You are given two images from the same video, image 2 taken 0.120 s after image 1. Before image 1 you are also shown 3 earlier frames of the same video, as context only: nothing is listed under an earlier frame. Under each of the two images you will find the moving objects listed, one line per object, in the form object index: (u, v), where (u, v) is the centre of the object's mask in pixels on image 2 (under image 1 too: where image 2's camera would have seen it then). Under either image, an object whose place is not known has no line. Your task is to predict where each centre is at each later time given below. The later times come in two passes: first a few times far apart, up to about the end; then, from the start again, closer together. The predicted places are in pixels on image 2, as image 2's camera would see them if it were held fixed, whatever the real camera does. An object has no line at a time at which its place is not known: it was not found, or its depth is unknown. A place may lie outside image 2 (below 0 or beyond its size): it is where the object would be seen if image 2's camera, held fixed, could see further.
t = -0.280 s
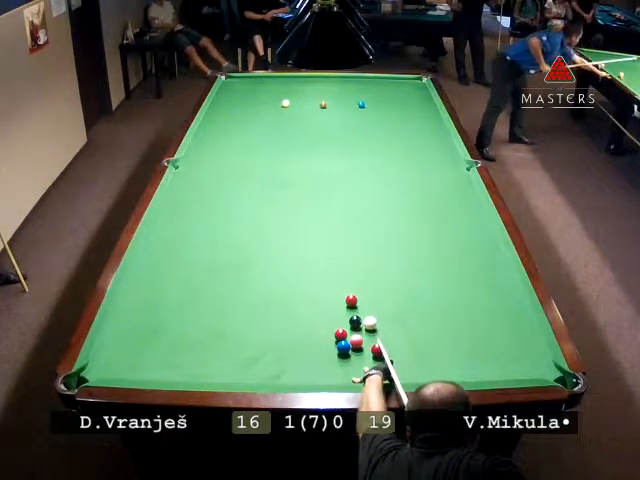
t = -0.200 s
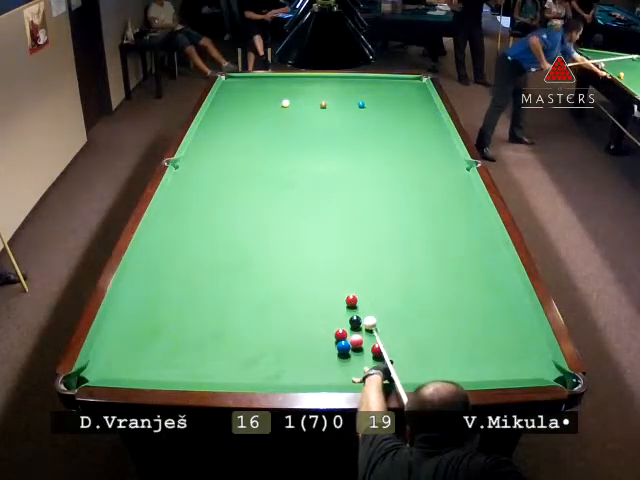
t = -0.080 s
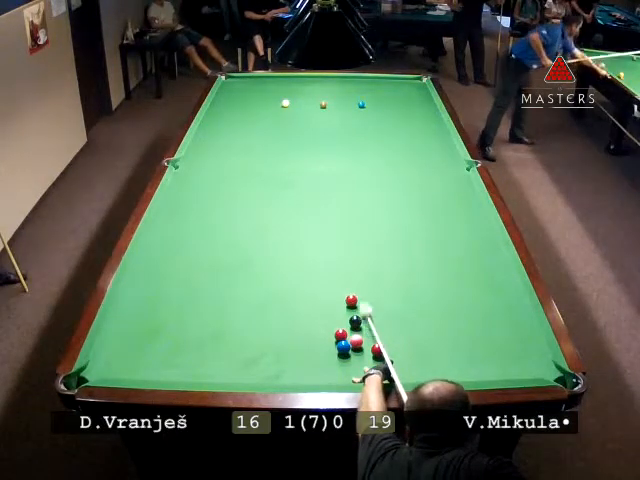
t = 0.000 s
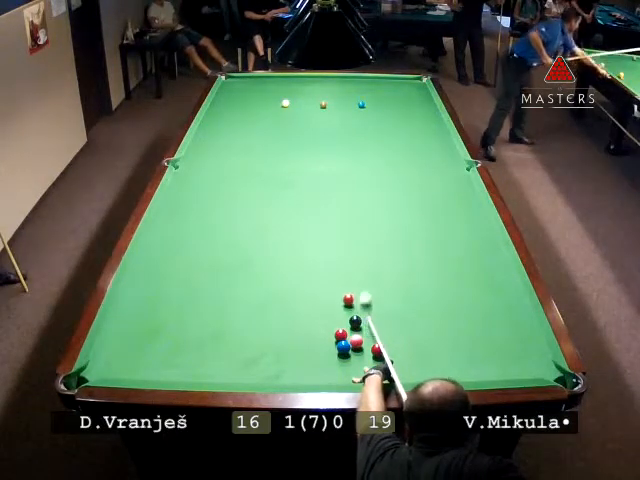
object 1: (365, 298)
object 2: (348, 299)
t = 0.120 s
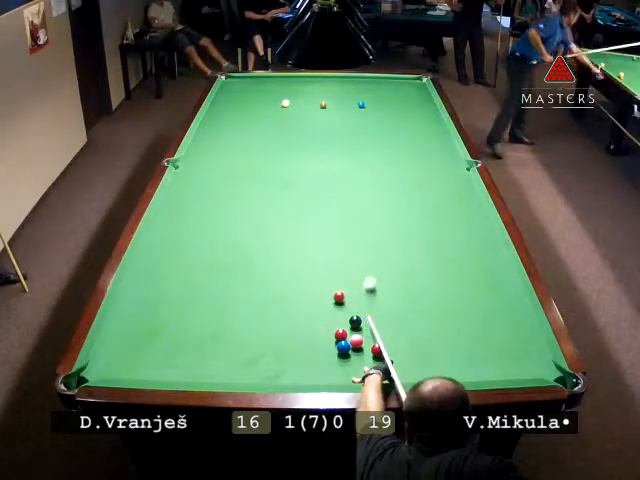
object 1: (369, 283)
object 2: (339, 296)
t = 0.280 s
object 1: (375, 265)
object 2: (327, 294)
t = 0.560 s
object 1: (383, 238)
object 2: (309, 288)
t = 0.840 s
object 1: (390, 214)
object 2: (292, 284)
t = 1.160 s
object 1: (395, 192)
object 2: (276, 279)
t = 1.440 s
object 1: (400, 176)
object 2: (264, 275)
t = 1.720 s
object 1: (404, 162)
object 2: (254, 273)
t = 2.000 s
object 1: (408, 150)
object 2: (246, 270)
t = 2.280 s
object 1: (411, 140)
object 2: (240, 268)
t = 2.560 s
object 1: (414, 131)
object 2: (236, 267)
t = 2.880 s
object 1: (417, 122)
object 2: (233, 266)
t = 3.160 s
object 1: (418, 115)
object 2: (233, 266)
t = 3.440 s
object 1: (420, 108)
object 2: (234, 266)
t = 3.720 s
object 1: (421, 103)
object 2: (234, 266)
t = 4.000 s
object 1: (422, 98)
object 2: (234, 266)
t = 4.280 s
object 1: (423, 95)
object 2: (234, 266)
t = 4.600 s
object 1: (425, 90)
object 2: (234, 266)
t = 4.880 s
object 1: (424, 87)
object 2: (234, 266)
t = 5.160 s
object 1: (422, 85)
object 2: (234, 266)
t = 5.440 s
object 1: (420, 83)
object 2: (234, 266)
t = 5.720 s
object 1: (418, 81)
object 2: (234, 266)
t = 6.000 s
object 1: (417, 80)
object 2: (234, 266)
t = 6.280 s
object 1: (416, 79)
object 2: (234, 266)
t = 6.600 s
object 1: (415, 78)
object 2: (234, 266)
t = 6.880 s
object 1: (415, 78)
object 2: (234, 266)
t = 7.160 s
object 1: (415, 78)
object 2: (234, 266)
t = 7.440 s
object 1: (415, 78)
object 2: (234, 266)
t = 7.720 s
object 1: (415, 78)
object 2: (234, 266)
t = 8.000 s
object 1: (415, 78)
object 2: (234, 266)
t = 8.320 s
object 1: (415, 78)
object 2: (234, 266)
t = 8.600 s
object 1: (415, 78)
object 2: (234, 266)
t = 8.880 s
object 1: (415, 78)
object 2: (234, 266)
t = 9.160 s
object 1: (415, 78)
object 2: (234, 266)
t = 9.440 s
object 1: (415, 78)
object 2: (234, 266)
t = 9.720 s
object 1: (415, 78)
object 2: (234, 266)
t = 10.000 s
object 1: (415, 78)
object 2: (234, 266)
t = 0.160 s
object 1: (371, 278)
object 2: (336, 296)
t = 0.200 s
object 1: (372, 274)
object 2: (333, 295)
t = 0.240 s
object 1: (374, 270)
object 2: (330, 294)
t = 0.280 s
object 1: (375, 265)
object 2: (327, 294)
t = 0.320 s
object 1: (376, 260)
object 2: (325, 293)
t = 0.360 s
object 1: (377, 257)
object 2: (322, 292)
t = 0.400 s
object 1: (378, 252)
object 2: (319, 291)
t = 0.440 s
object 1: (379, 249)
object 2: (316, 290)
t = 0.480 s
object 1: (380, 245)
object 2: (314, 290)
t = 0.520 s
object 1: (382, 241)
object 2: (311, 289)
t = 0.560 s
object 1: (383, 238)
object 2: (309, 288)
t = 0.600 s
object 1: (384, 234)
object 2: (306, 287)
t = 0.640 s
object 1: (385, 231)
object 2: (304, 287)
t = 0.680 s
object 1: (386, 227)
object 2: (301, 286)
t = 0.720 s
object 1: (387, 223)
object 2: (299, 286)
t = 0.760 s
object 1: (388, 220)
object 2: (297, 285)
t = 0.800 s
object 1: (389, 217)
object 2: (295, 284)
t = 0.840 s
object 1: (390, 214)
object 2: (292, 284)
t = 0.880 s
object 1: (390, 211)
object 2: (290, 283)
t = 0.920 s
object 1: (391, 208)
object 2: (288, 282)
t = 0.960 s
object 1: (392, 205)
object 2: (286, 282)
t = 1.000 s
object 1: (392, 203)
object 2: (284, 281)
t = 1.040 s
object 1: (394, 200)
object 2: (282, 281)
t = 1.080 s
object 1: (394, 197)
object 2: (280, 280)
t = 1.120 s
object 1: (395, 194)
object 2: (278, 280)
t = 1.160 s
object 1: (395, 192)
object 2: (276, 279)
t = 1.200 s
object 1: (396, 190)
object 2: (274, 278)
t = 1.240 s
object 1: (397, 188)
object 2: (273, 278)
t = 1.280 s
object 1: (398, 185)
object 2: (271, 277)
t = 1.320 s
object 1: (398, 183)
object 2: (269, 277)
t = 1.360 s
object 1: (399, 181)
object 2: (268, 276)
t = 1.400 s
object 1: (399, 178)
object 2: (266, 276)
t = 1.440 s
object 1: (400, 176)
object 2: (264, 275)
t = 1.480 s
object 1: (400, 174)
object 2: (263, 275)
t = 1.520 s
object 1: (401, 172)
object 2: (261, 274)
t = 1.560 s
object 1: (402, 170)
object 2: (260, 274)
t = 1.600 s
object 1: (403, 168)
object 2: (258, 274)
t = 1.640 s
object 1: (403, 166)
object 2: (257, 273)
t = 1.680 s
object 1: (404, 164)
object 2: (256, 273)
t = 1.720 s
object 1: (404, 162)
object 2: (254, 273)
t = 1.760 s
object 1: (405, 160)
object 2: (253, 272)
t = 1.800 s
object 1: (405, 159)
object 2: (252, 272)
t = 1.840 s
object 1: (406, 158)
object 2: (251, 272)
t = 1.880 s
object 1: (407, 155)
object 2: (250, 271)
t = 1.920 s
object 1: (407, 153)
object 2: (249, 271)
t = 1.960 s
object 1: (408, 151)
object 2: (248, 270)
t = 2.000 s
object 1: (408, 150)
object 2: (246, 270)
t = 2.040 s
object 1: (409, 148)
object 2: (246, 270)
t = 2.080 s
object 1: (409, 147)
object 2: (245, 269)
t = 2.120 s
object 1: (409, 146)
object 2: (244, 269)
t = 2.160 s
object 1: (410, 144)
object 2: (243, 269)
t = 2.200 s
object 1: (411, 142)
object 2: (242, 269)
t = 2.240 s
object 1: (411, 141)
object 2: (241, 268)
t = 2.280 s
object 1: (411, 140)
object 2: (240, 268)
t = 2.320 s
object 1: (411, 138)
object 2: (240, 268)
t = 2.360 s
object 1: (412, 137)
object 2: (239, 268)
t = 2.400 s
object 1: (412, 135)
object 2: (238, 267)
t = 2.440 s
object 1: (413, 134)
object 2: (238, 268)
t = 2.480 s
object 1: (413, 133)
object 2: (237, 267)
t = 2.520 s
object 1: (413, 132)
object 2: (237, 267)
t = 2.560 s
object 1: (414, 131)
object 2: (236, 267)
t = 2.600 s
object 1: (414, 130)
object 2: (236, 267)
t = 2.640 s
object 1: (415, 128)
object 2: (235, 267)
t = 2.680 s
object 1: (415, 126)
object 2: (235, 267)
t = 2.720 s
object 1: (416, 125)
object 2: (234, 266)
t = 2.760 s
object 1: (416, 125)
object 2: (234, 266)
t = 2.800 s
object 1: (415, 124)
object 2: (234, 266)
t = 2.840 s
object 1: (416, 122)
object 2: (233, 266)
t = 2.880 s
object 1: (417, 122)
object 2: (233, 266)
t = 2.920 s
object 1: (417, 120)
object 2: (233, 266)
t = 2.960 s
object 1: (417, 119)
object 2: (233, 266)
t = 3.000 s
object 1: (417, 118)
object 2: (233, 266)
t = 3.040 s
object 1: (417, 118)
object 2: (233, 266)
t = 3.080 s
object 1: (418, 116)
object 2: (233, 266)
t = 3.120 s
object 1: (418, 116)
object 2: (233, 266)
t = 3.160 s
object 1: (418, 115)
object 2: (233, 266)
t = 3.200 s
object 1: (418, 114)
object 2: (233, 266)
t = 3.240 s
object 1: (419, 113)
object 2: (233, 266)
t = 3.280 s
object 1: (419, 113)
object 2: (233, 266)
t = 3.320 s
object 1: (419, 111)
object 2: (233, 266)
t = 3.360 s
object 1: (419, 110)
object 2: (234, 266)
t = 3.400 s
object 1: (420, 109)
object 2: (234, 266)
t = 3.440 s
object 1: (420, 108)
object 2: (234, 266)
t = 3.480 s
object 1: (420, 108)
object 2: (234, 266)
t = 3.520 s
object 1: (420, 107)
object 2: (234, 266)
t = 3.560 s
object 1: (420, 106)
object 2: (234, 266)
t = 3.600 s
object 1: (421, 105)
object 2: (234, 266)
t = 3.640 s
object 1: (421, 105)
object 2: (234, 266)
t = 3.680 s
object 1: (421, 104)
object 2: (234, 266)
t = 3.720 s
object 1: (421, 103)
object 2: (234, 266)
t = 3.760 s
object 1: (421, 102)
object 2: (234, 266)
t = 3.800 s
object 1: (422, 102)
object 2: (234, 266)
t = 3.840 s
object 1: (422, 101)
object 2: (234, 266)
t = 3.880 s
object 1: (422, 100)
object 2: (234, 266)
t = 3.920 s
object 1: (422, 100)
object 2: (234, 266)
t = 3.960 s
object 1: (422, 98)
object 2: (234, 266)
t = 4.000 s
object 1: (422, 98)
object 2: (234, 266)
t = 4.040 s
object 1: (422, 98)
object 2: (234, 266)
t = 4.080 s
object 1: (422, 98)
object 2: (234, 266)
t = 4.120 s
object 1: (423, 97)
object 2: (234, 266)
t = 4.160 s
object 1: (423, 96)
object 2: (234, 266)
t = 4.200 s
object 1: (423, 95)
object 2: (234, 266)
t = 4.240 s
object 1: (423, 95)
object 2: (234, 266)
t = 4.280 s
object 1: (423, 95)
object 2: (234, 266)
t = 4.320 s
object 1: (424, 94)
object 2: (234, 266)
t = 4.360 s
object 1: (424, 94)
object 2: (234, 266)
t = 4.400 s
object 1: (424, 92)
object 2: (234, 266)
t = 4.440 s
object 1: (424, 92)
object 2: (234, 266)
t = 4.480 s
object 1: (424, 92)
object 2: (234, 266)
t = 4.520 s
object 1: (424, 92)
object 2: (234, 266)
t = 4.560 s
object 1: (424, 91)
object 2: (234, 266)
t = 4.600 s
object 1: (425, 90)
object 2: (234, 266)
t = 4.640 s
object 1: (425, 90)
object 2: (234, 266)
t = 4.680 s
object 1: (425, 90)
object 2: (234, 266)
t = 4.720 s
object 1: (425, 90)
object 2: (234, 266)
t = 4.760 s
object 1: (425, 89)
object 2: (234, 266)
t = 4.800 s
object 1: (424, 88)
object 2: (234, 266)
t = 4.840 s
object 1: (424, 88)
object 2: (234, 266)
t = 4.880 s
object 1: (424, 87)
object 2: (234, 266)
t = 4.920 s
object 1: (424, 87)
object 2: (234, 266)
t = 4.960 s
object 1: (423, 87)
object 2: (234, 266)
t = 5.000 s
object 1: (423, 86)
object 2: (234, 266)
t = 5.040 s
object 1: (423, 86)
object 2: (234, 266)
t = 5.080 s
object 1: (422, 86)
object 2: (234, 266)
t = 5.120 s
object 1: (422, 86)
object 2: (234, 266)
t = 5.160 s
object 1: (422, 85)
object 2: (234, 266)
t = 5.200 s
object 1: (421, 84)
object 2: (234, 266)
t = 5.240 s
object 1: (421, 84)
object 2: (234, 266)
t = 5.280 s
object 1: (421, 84)
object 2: (234, 266)
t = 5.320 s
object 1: (421, 84)
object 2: (234, 266)
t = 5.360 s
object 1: (421, 84)
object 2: (234, 266)
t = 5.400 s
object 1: (420, 83)
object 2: (234, 266)
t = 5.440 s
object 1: (420, 83)
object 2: (234, 266)
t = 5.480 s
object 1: (419, 83)
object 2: (234, 266)
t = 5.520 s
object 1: (419, 83)
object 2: (234, 266)
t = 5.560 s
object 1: (419, 83)
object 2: (234, 266)
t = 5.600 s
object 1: (419, 82)
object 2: (234, 266)
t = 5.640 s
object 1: (418, 82)
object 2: (234, 266)
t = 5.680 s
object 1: (418, 82)
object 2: (234, 266)
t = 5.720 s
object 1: (418, 81)
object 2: (234, 266)
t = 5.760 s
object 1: (418, 81)
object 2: (234, 266)
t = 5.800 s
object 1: (417, 81)
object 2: (234, 266)
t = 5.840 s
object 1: (417, 81)
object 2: (234, 266)
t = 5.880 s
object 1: (417, 80)
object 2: (234, 266)
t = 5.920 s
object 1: (417, 80)
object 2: (234, 266)
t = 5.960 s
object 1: (417, 80)
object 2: (234, 266)
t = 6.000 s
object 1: (417, 80)
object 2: (234, 266)
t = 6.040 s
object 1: (417, 80)
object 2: (234, 266)
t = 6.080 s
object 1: (416, 80)
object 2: (234, 266)
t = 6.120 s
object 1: (416, 79)
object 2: (234, 266)
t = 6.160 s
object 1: (416, 79)
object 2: (234, 266)
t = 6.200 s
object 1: (416, 79)
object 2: (234, 266)
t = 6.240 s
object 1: (416, 79)
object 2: (234, 266)
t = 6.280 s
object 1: (416, 79)
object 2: (234, 266)
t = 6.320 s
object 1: (415, 78)
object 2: (234, 266)
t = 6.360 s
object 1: (415, 78)
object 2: (234, 266)
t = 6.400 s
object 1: (415, 78)
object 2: (234, 266)
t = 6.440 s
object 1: (415, 78)
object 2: (234, 266)
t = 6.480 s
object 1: (415, 78)
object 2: (234, 266)
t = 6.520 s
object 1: (415, 78)
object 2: (234, 266)
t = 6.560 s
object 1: (415, 78)
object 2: (234, 266)
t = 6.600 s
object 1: (415, 78)
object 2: (234, 266)
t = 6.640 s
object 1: (415, 78)
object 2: (234, 266)
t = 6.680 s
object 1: (415, 78)
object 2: (234, 266)
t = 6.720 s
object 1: (415, 78)
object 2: (234, 266)
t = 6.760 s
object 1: (415, 78)
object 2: (234, 266)
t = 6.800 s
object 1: (415, 78)
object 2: (234, 266)
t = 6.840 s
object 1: (415, 78)
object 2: (234, 266)
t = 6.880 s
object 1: (415, 78)
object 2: (234, 266)
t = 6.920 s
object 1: (415, 78)
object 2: (234, 266)
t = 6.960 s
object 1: (415, 78)
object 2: (234, 266)
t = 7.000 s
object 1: (415, 78)
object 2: (234, 266)
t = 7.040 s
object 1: (415, 78)
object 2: (234, 266)
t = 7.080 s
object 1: (415, 78)
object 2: (234, 266)
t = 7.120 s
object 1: (415, 78)
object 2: (234, 266)
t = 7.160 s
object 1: (415, 78)
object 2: (234, 266)
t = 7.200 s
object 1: (415, 78)
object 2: (234, 266)
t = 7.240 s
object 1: (415, 78)
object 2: (234, 266)
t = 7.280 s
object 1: (415, 78)
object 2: (234, 266)
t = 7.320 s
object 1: (415, 78)
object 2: (234, 266)
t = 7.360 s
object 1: (415, 78)
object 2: (234, 266)
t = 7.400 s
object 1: (415, 78)
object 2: (234, 266)
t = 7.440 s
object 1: (415, 78)
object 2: (234, 266)
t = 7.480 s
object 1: (415, 78)
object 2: (234, 266)
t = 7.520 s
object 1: (415, 78)
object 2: (234, 266)
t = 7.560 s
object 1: (415, 78)
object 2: (234, 266)
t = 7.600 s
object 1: (415, 78)
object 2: (234, 266)
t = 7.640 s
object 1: (415, 78)
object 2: (234, 266)
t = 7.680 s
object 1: (415, 78)
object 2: (234, 266)
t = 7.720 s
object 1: (415, 78)
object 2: (234, 266)
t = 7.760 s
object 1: (415, 78)
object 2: (234, 266)
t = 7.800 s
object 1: (415, 78)
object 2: (234, 266)
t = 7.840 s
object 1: (415, 78)
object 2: (234, 266)
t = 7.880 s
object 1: (415, 78)
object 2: (234, 266)
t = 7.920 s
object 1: (415, 78)
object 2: (234, 266)
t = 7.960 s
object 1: (415, 78)
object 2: (234, 266)
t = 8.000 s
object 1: (415, 78)
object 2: (234, 266)
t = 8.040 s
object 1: (415, 78)
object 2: (234, 266)
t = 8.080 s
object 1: (415, 78)
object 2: (234, 266)
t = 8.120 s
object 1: (415, 78)
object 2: (234, 266)
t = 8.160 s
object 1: (415, 78)
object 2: (234, 266)
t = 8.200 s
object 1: (415, 78)
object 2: (234, 266)
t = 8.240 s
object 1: (415, 78)
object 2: (234, 266)
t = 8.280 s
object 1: (415, 78)
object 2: (234, 266)
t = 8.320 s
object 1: (415, 78)
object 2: (234, 266)
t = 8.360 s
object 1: (415, 78)
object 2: (234, 266)
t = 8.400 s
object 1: (415, 78)
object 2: (234, 266)
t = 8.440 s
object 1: (415, 78)
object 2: (234, 266)
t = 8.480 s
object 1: (415, 78)
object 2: (234, 266)
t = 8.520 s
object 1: (415, 78)
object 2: (234, 266)
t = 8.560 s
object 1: (415, 78)
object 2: (234, 266)
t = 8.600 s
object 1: (415, 78)
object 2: (234, 266)
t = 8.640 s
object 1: (415, 78)
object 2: (234, 266)
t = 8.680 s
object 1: (415, 78)
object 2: (234, 266)
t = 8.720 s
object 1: (415, 78)
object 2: (234, 266)
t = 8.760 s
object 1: (415, 78)
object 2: (234, 266)
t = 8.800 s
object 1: (415, 78)
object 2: (234, 266)
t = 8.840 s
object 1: (415, 78)
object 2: (234, 266)
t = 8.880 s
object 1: (415, 78)
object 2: (234, 266)
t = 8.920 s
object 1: (415, 78)
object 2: (234, 266)
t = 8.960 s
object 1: (415, 78)
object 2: (234, 266)
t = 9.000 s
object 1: (415, 78)
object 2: (234, 266)
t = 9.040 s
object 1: (415, 78)
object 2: (234, 266)
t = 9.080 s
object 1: (415, 78)
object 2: (234, 266)
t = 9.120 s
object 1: (415, 78)
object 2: (234, 266)
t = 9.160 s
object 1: (415, 78)
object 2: (234, 266)
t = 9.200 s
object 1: (415, 78)
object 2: (234, 266)
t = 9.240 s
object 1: (415, 78)
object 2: (234, 266)
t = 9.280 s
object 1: (415, 78)
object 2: (234, 266)
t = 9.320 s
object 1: (415, 78)
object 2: (234, 266)
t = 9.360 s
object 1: (415, 78)
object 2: (234, 266)
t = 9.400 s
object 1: (415, 78)
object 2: (234, 266)
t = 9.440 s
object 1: (415, 78)
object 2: (234, 266)
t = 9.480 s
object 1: (415, 78)
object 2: (234, 266)
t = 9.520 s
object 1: (415, 78)
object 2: (234, 266)
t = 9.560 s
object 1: (415, 78)
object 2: (234, 266)
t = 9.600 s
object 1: (415, 78)
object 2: (234, 266)
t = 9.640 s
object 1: (415, 78)
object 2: (234, 266)
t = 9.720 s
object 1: (415, 78)
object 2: (234, 266)
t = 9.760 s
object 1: (415, 78)
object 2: (234, 266)
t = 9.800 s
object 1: (415, 78)
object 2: (234, 266)
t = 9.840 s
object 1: (415, 78)
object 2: (234, 266)
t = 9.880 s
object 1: (415, 78)
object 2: (234, 266)
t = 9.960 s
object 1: (415, 78)
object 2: (234, 266)
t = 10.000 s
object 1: (415, 78)
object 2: (234, 266)
